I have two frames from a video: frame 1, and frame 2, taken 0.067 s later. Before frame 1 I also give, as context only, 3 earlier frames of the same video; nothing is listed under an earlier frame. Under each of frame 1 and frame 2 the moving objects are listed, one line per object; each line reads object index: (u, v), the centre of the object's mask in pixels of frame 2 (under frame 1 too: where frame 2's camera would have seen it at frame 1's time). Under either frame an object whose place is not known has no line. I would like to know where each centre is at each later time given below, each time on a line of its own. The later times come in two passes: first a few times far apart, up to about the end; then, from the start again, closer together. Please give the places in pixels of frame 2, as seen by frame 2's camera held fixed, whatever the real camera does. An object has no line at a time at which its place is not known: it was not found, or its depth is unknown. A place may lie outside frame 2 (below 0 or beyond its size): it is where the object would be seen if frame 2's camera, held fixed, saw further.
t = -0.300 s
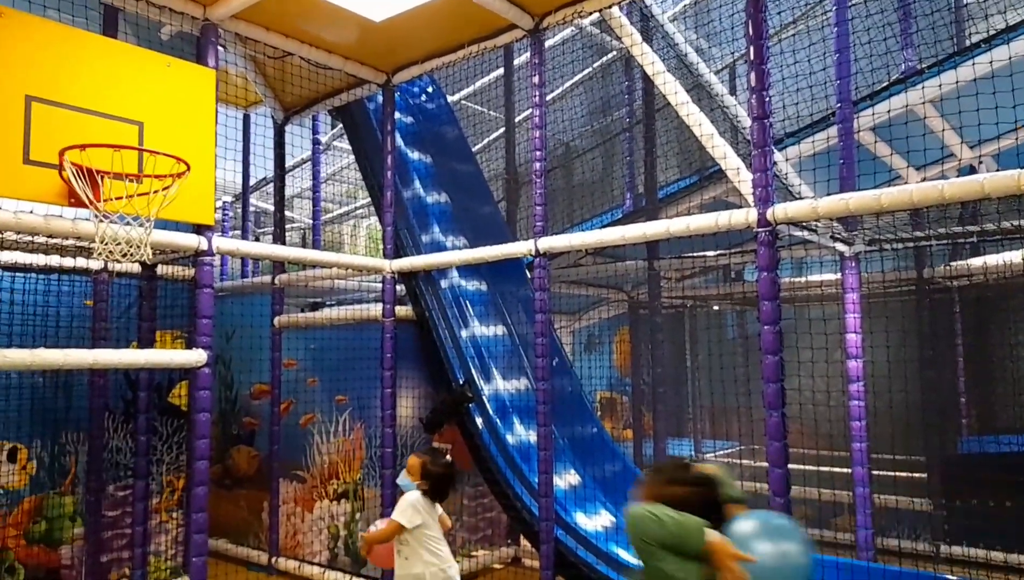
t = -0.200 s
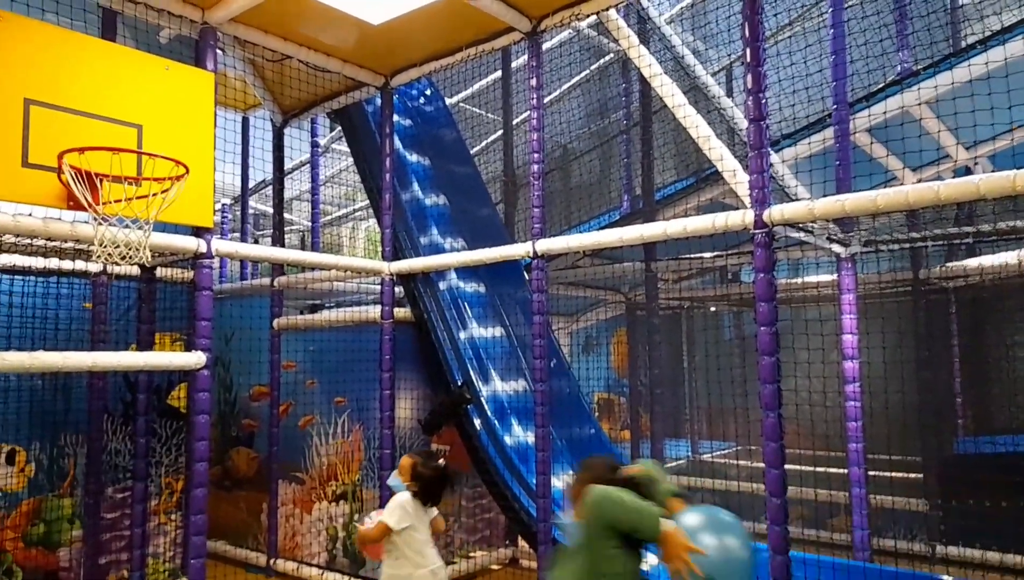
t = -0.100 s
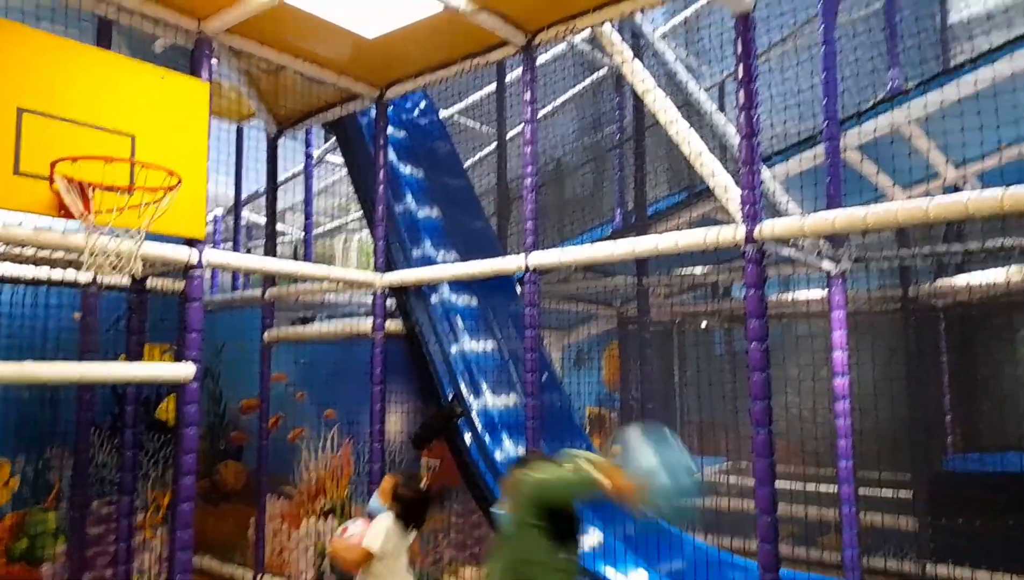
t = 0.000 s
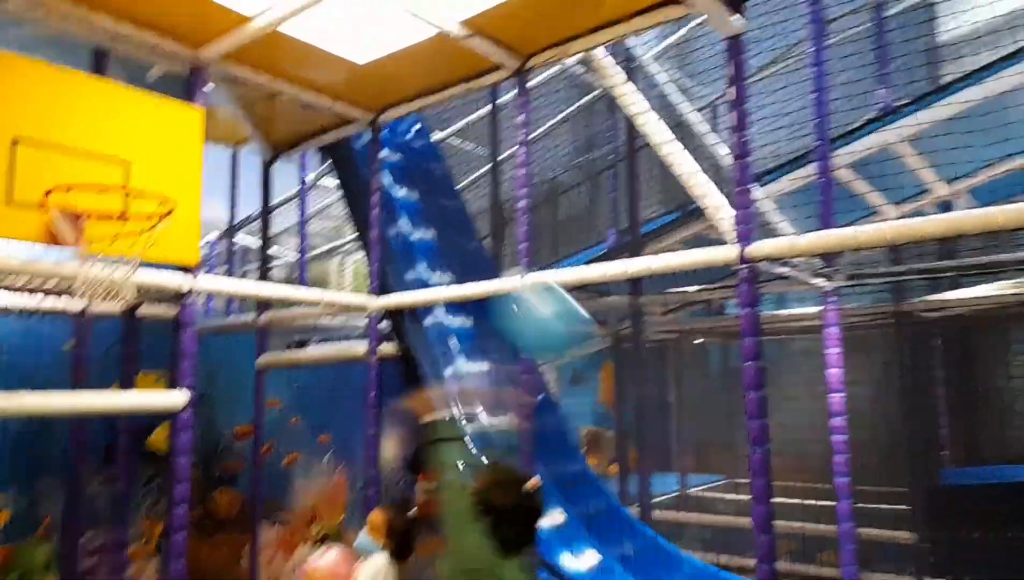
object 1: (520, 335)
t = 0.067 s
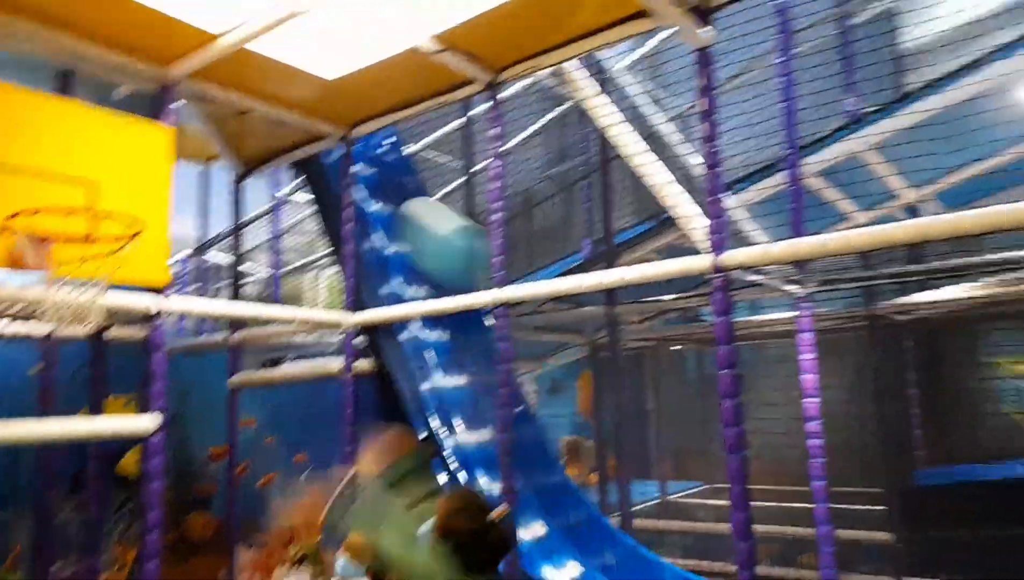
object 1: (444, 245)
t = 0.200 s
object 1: (314, 144)
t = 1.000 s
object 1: (71, 266)
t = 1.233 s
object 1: (47, 297)
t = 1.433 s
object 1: (73, 358)
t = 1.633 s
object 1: (94, 493)
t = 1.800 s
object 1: (100, 654)
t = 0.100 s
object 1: (406, 210)
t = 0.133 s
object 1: (373, 183)
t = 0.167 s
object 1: (343, 161)
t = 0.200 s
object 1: (314, 144)
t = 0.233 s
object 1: (290, 128)
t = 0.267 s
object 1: (266, 118)
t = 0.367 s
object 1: (204, 104)
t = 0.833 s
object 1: (104, 233)
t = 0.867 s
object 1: (101, 247)
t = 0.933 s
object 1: (88, 264)
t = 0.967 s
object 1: (79, 266)
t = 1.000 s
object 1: (71, 266)
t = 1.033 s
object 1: (64, 268)
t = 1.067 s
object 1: (56, 271)
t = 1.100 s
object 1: (51, 276)
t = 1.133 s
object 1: (48, 282)
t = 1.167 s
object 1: (45, 287)
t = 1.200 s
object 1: (45, 293)
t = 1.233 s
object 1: (47, 297)
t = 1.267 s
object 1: (51, 303)
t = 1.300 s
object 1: (55, 309)
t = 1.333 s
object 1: (61, 318)
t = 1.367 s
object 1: (65, 331)
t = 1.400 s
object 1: (70, 345)
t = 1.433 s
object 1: (73, 358)
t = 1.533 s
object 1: (85, 413)
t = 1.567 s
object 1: (89, 441)
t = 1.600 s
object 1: (92, 467)
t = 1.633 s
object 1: (94, 493)
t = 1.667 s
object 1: (95, 523)
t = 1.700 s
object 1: (96, 555)
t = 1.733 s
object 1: (97, 590)
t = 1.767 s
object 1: (97, 630)
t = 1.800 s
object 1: (100, 654)
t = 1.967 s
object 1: (111, 684)
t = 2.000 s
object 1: (110, 670)
